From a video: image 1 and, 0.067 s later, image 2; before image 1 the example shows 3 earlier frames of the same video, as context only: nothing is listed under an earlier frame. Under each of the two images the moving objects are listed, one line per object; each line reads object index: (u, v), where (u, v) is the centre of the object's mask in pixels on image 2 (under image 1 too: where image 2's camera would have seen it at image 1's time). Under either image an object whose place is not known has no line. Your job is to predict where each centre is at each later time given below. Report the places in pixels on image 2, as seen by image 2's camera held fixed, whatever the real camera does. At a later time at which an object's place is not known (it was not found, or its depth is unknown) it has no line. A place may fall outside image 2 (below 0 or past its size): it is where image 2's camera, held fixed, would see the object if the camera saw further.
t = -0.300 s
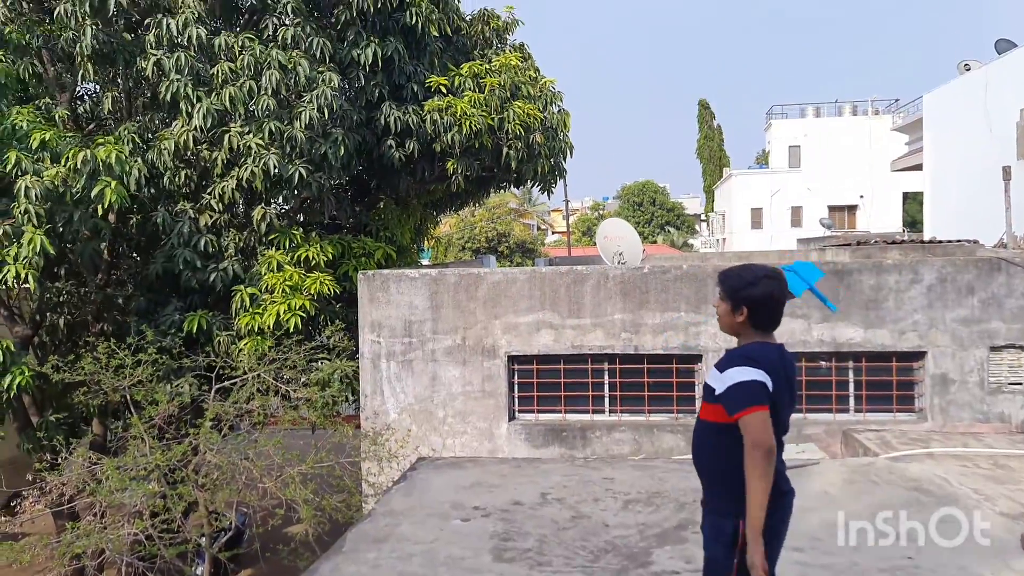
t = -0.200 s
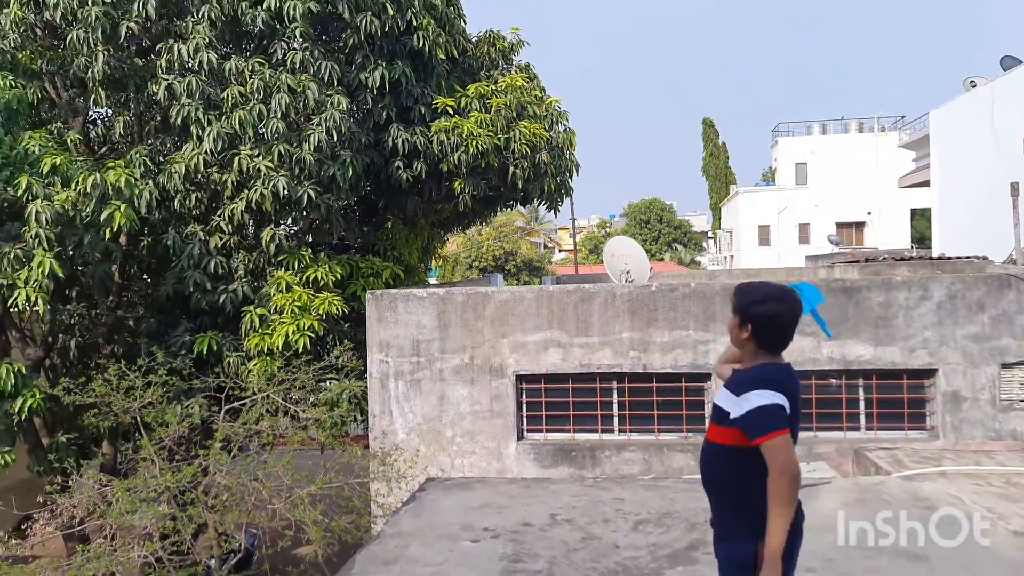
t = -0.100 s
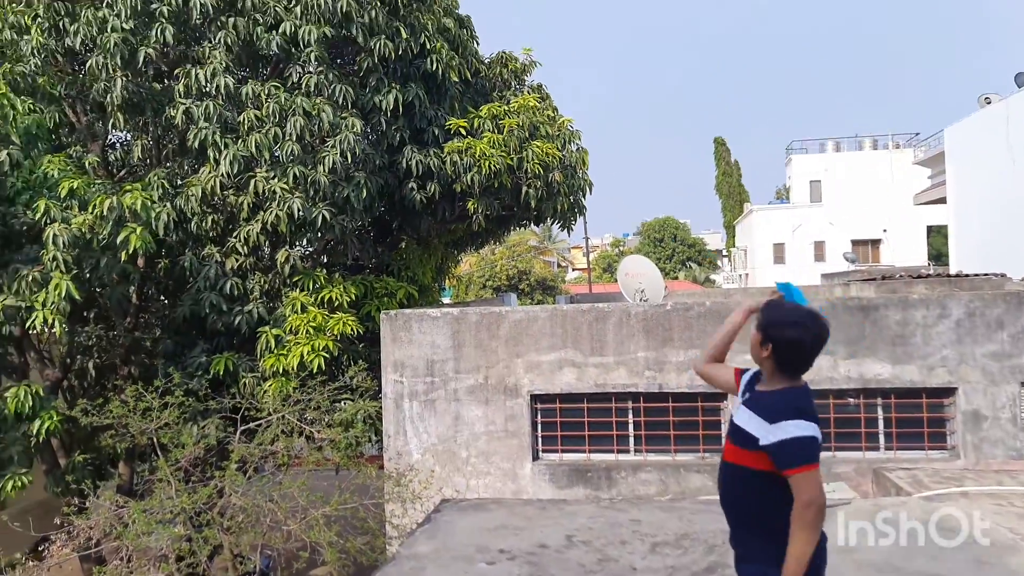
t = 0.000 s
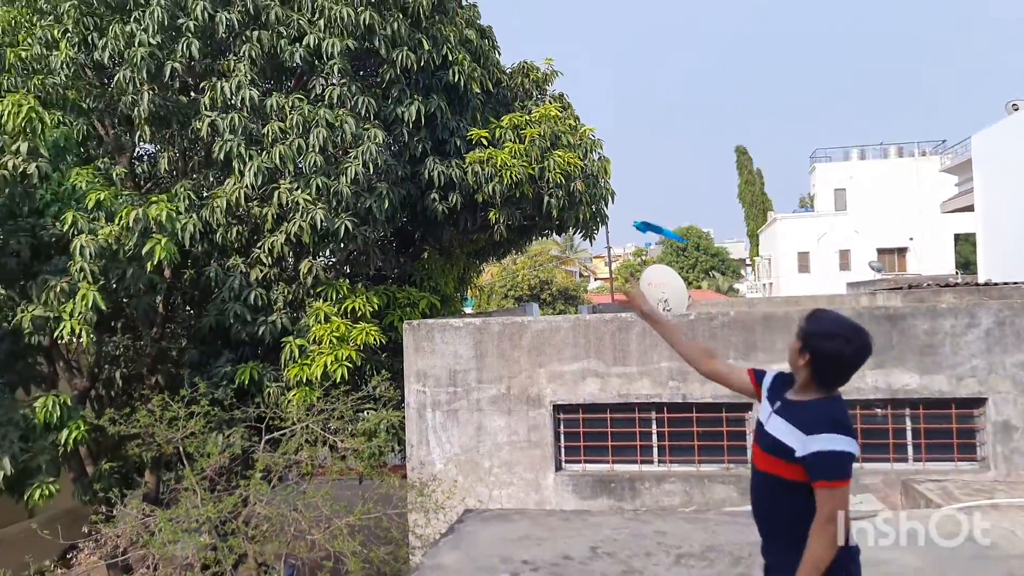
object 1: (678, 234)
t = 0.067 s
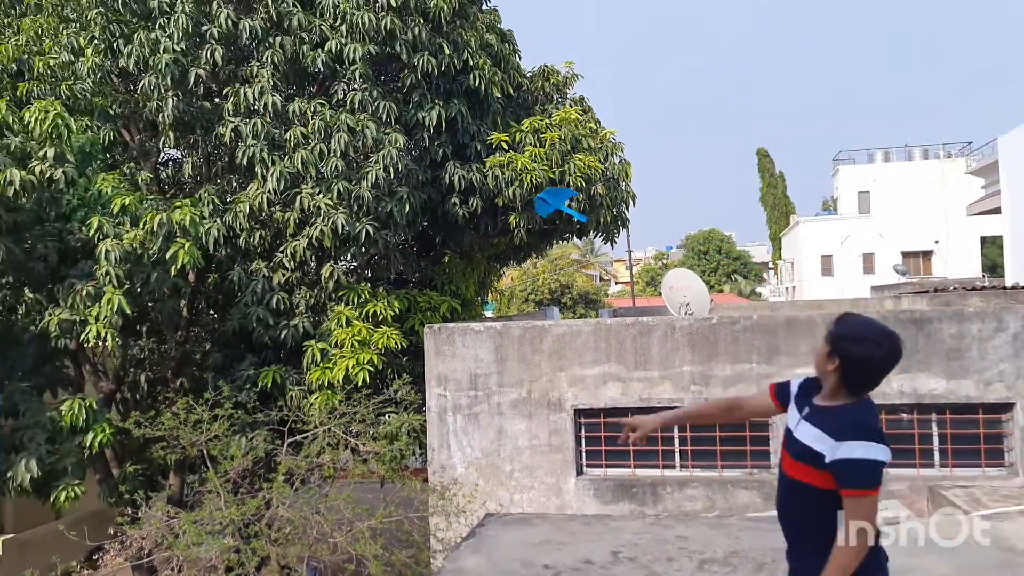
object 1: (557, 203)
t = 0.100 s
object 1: (502, 192)
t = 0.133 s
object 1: (452, 181)
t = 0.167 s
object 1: (404, 169)
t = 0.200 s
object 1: (362, 154)
